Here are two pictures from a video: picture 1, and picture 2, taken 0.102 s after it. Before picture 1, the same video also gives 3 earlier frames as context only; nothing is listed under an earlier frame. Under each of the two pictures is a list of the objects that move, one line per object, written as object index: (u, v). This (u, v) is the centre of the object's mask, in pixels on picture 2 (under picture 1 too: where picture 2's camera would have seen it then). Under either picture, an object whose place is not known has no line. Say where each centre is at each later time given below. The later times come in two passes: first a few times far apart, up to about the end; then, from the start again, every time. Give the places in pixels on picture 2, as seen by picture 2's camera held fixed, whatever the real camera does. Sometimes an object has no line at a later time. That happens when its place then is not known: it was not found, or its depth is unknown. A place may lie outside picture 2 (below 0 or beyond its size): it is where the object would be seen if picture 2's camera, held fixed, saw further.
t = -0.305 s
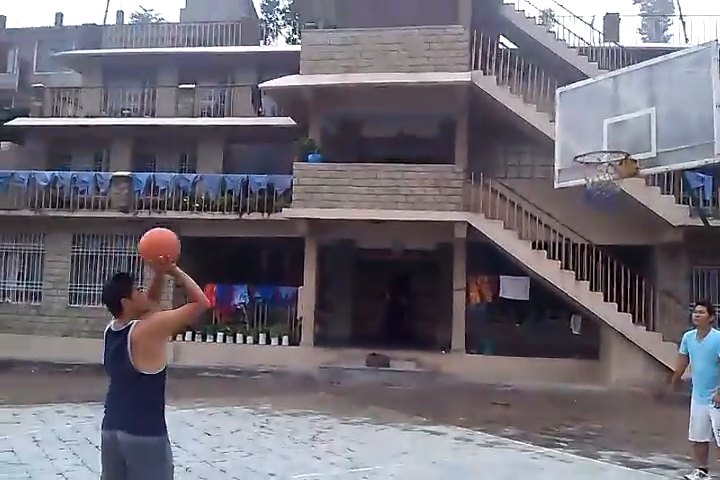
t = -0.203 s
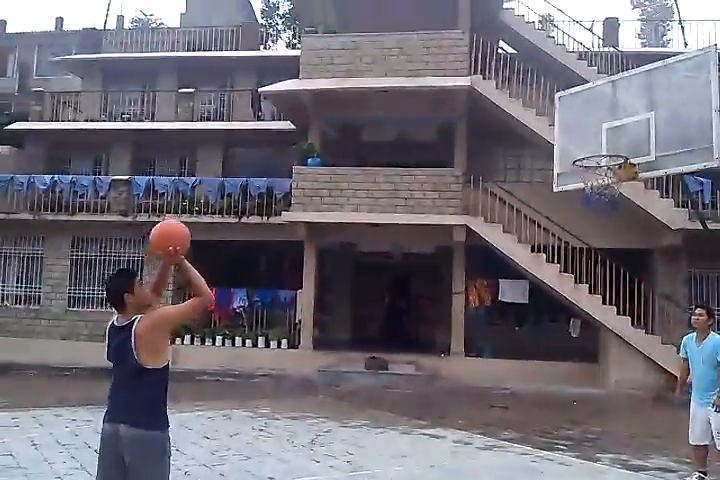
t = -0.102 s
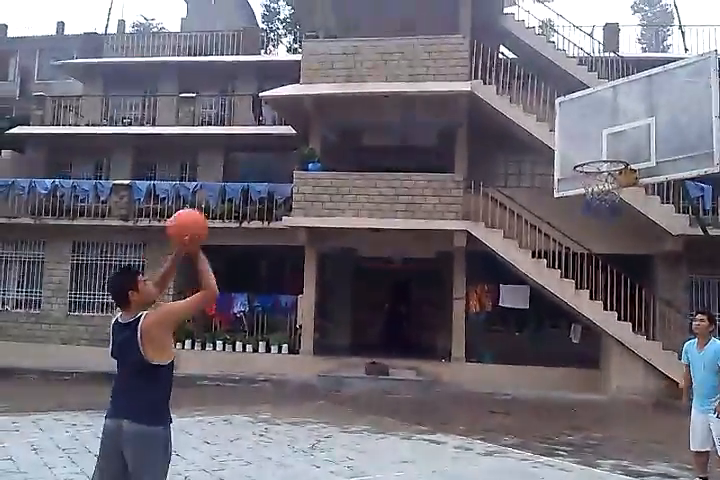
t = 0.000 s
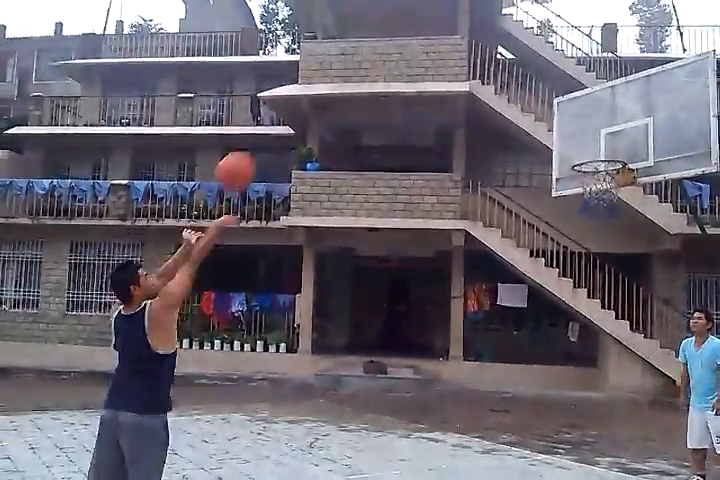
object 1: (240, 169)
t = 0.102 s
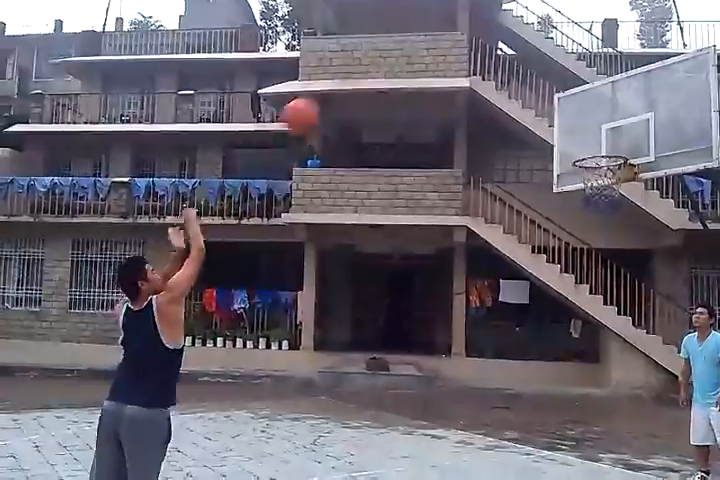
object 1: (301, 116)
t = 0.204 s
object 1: (356, 80)
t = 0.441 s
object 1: (469, 58)
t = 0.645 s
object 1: (548, 91)
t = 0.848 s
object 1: (608, 159)
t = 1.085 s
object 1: (607, 173)
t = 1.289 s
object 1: (623, 181)
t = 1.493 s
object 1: (605, 209)
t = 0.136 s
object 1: (318, 103)
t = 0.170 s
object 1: (337, 92)
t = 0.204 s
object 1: (356, 80)
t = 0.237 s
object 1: (374, 73)
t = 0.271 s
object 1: (390, 67)
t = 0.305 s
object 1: (407, 62)
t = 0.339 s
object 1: (421, 60)
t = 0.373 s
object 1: (438, 58)
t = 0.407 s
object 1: (453, 57)
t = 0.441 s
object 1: (469, 58)
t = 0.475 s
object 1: (482, 60)
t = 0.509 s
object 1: (496, 63)
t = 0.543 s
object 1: (510, 69)
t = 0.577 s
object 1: (523, 76)
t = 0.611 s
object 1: (537, 82)
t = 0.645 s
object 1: (548, 91)
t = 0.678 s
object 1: (561, 99)
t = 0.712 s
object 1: (573, 111)
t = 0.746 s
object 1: (585, 122)
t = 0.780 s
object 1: (596, 135)
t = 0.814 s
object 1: (608, 150)
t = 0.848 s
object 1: (608, 159)
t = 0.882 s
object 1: (593, 167)
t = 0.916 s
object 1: (592, 169)
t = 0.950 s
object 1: (592, 171)
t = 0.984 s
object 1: (594, 173)
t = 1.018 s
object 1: (599, 175)
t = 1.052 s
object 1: (605, 174)
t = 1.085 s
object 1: (607, 173)
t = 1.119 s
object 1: (614, 172)
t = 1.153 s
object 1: (616, 172)
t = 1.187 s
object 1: (619, 172)
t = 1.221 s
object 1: (621, 174)
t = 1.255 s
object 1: (624, 178)
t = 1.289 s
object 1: (623, 181)
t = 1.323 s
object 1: (624, 184)
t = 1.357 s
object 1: (621, 190)
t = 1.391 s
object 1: (618, 195)
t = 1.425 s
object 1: (614, 199)
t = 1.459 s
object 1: (610, 203)
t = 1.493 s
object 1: (605, 209)
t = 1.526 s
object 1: (600, 215)
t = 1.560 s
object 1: (598, 223)
